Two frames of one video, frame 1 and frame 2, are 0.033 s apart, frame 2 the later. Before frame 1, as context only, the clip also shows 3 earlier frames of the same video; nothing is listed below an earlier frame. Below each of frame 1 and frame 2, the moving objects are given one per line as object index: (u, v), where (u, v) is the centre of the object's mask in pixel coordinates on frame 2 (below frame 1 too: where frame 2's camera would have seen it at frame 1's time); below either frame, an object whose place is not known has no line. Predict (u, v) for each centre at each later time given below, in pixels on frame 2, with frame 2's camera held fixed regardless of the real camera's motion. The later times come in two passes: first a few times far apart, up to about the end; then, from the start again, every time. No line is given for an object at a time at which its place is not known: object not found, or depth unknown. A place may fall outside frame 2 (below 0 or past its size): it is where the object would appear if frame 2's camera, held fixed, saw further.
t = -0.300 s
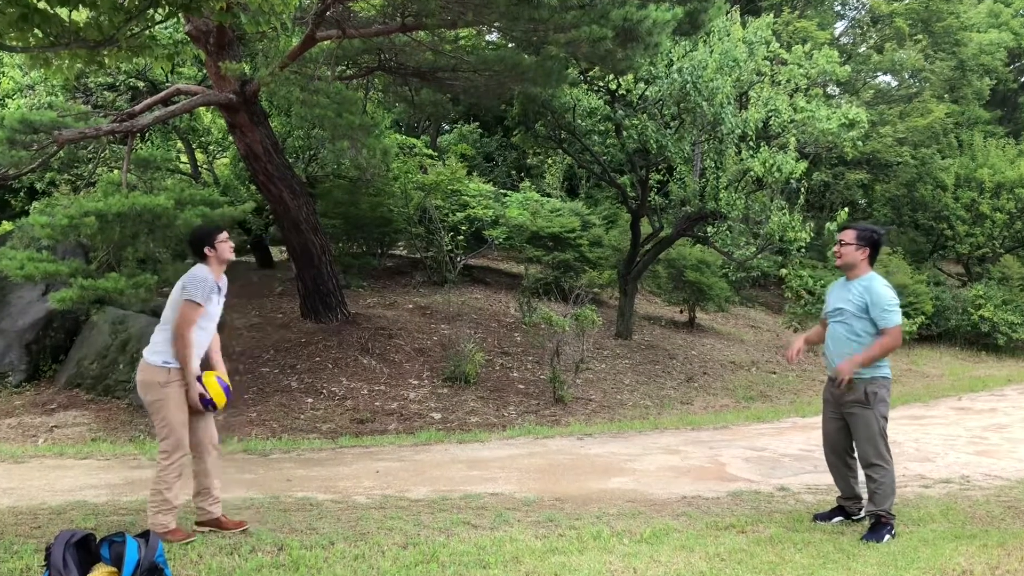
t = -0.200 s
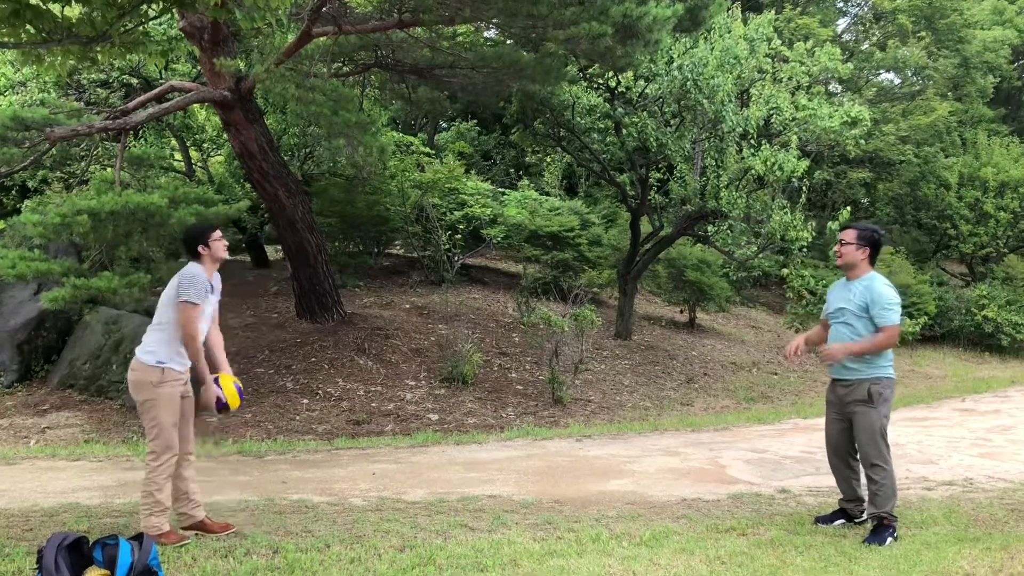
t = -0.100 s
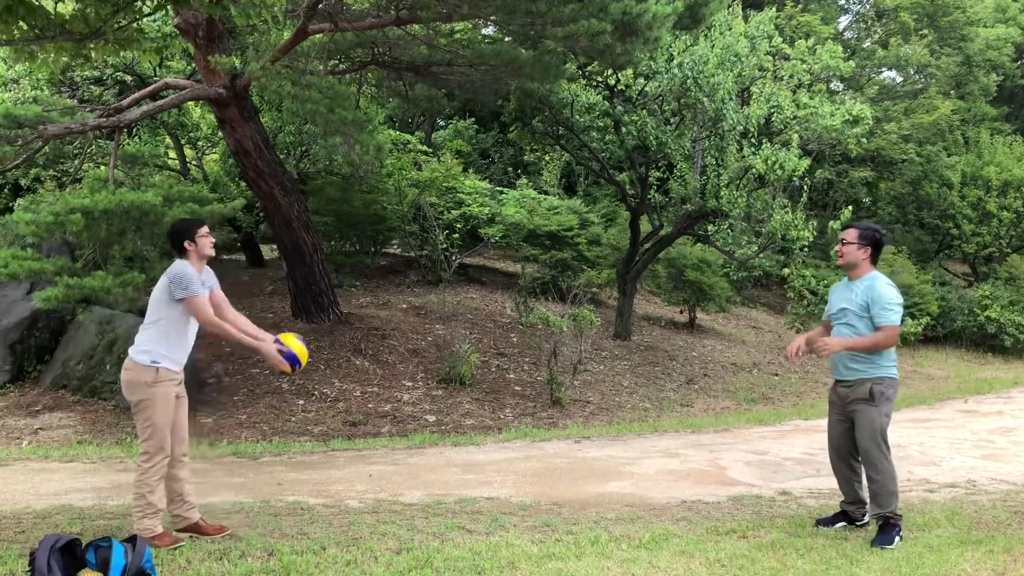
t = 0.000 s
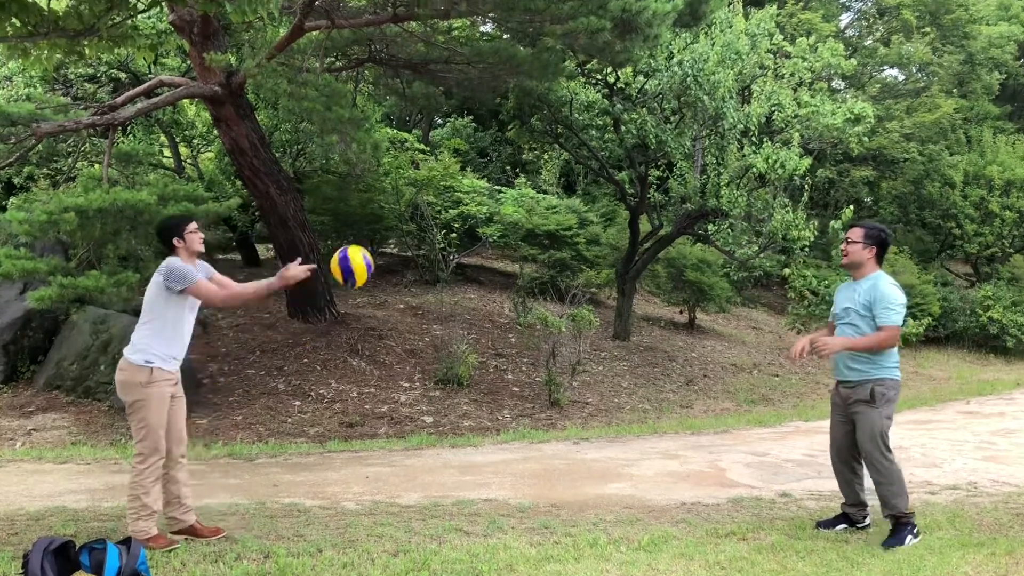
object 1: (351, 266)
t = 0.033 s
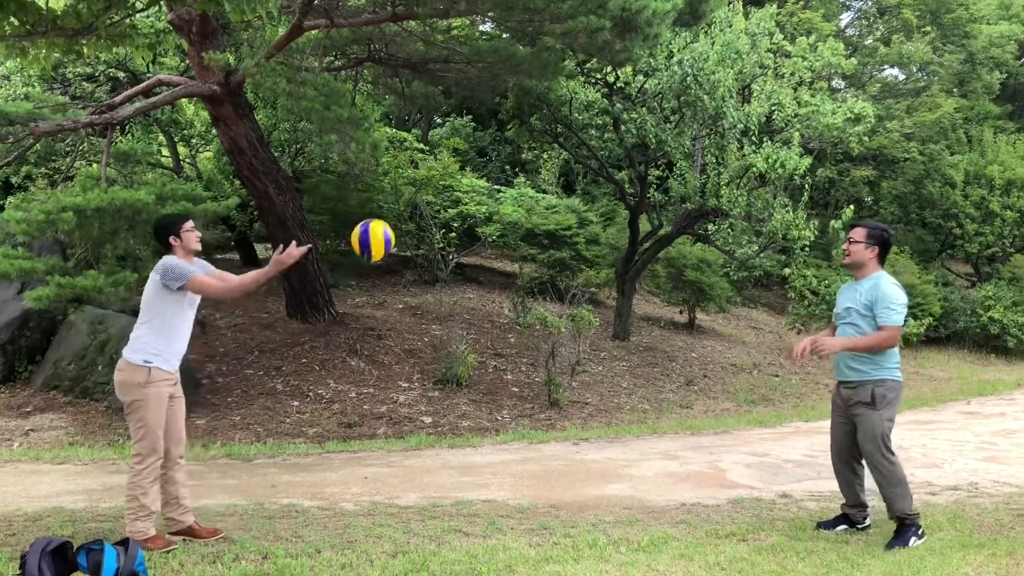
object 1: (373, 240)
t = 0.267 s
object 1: (523, 120)
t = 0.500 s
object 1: (671, 107)
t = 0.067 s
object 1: (395, 217)
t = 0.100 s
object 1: (416, 196)
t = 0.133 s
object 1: (438, 176)
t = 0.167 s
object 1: (459, 159)
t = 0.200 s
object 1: (481, 143)
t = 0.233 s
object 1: (502, 131)
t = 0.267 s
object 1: (523, 120)
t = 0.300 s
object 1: (544, 111)
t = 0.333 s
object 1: (565, 105)
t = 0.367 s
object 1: (587, 102)
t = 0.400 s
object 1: (607, 100)
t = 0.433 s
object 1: (629, 100)
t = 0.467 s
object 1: (650, 102)
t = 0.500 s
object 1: (671, 107)
